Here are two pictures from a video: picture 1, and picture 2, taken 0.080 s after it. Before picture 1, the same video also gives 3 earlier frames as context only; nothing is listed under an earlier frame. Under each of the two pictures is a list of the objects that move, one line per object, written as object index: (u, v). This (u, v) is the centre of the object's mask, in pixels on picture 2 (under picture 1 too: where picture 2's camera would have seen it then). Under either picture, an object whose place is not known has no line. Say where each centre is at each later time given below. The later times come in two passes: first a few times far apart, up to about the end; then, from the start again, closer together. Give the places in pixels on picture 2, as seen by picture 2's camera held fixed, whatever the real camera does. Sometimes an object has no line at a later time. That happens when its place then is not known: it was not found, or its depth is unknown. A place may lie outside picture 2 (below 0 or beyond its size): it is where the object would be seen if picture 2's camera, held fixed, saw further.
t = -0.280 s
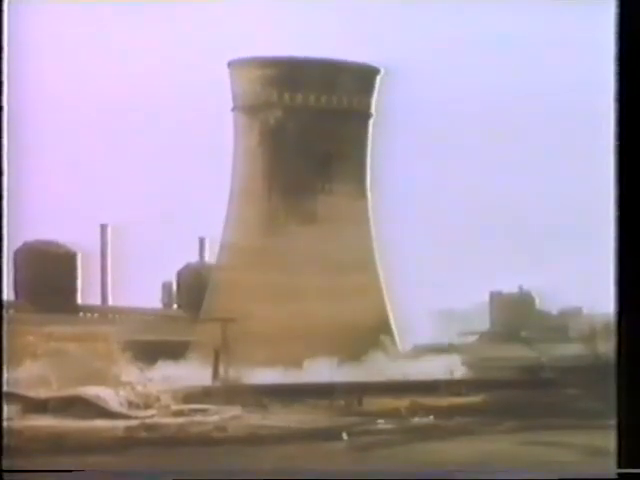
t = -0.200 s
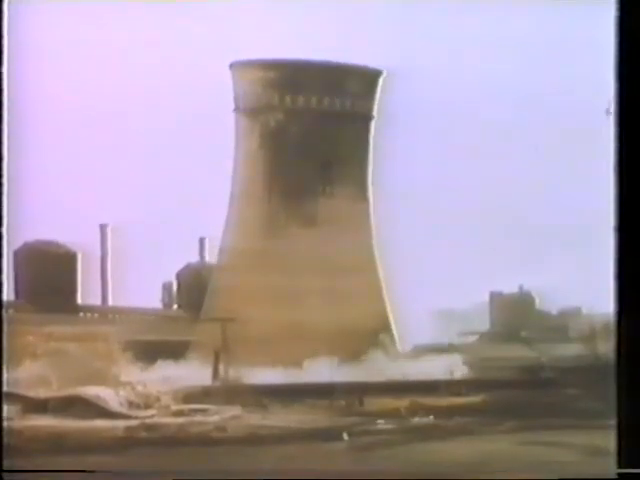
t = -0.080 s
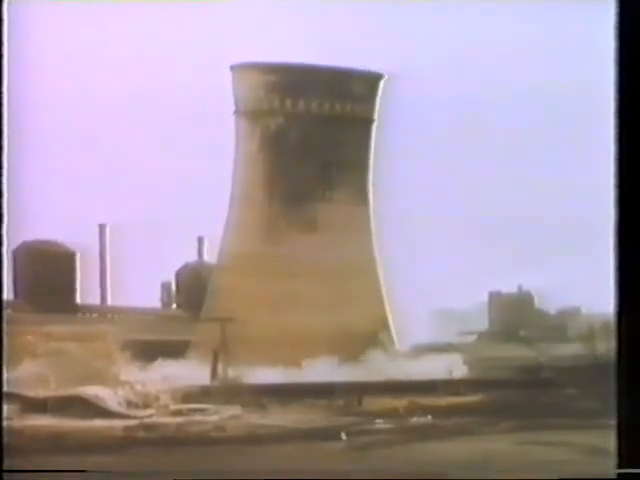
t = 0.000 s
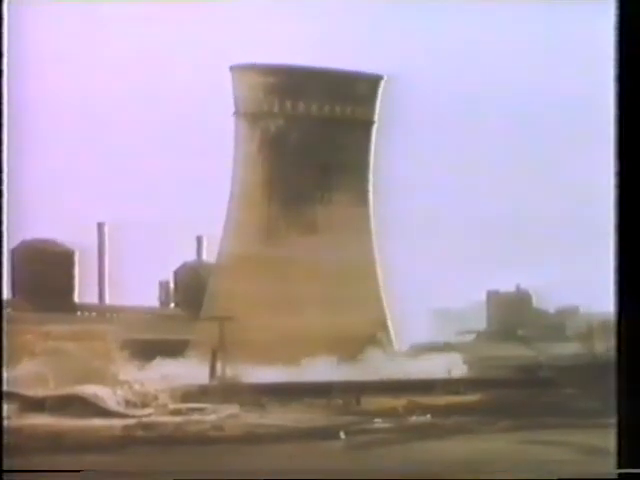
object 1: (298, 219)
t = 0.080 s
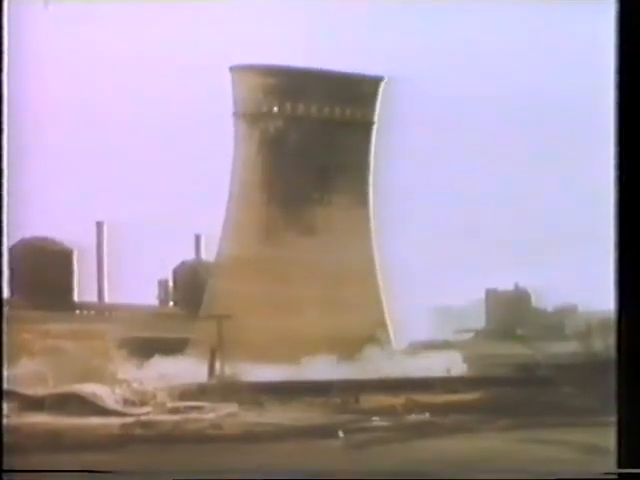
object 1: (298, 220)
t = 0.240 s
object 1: (299, 221)
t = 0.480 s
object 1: (300, 219)
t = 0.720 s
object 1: (299, 222)
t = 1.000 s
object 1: (301, 223)
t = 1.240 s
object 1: (300, 228)
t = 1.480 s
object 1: (301, 234)
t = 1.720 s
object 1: (302, 241)
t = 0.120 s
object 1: (298, 220)
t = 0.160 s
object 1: (298, 221)
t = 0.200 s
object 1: (299, 221)
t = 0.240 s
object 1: (299, 221)
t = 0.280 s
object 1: (299, 221)
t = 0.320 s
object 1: (300, 220)
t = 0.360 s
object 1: (299, 221)
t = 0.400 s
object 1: (299, 221)
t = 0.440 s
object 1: (299, 221)
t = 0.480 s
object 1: (300, 219)
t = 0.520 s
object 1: (301, 220)
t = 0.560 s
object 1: (299, 221)
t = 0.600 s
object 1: (299, 222)
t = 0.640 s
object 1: (299, 221)
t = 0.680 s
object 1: (299, 222)
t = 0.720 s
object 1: (299, 222)
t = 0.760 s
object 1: (299, 222)
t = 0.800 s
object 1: (301, 221)
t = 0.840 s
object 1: (300, 223)
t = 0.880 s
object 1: (301, 222)
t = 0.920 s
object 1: (301, 222)
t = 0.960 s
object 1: (301, 222)
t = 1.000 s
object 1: (301, 223)
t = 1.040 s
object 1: (301, 223)
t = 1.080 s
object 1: (300, 226)
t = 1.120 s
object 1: (301, 224)
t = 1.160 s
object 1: (299, 227)
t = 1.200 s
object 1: (300, 228)
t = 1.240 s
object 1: (300, 228)
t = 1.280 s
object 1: (300, 229)
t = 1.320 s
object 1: (300, 230)
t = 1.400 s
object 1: (300, 232)
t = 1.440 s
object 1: (301, 232)
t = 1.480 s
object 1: (301, 234)
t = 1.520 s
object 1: (301, 235)
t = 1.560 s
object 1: (301, 237)
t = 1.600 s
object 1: (301, 238)
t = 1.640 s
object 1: (302, 239)
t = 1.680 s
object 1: (302, 240)
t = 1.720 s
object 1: (302, 241)
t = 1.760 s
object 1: (302, 242)
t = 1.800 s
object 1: (303, 244)
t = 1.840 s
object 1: (303, 245)
